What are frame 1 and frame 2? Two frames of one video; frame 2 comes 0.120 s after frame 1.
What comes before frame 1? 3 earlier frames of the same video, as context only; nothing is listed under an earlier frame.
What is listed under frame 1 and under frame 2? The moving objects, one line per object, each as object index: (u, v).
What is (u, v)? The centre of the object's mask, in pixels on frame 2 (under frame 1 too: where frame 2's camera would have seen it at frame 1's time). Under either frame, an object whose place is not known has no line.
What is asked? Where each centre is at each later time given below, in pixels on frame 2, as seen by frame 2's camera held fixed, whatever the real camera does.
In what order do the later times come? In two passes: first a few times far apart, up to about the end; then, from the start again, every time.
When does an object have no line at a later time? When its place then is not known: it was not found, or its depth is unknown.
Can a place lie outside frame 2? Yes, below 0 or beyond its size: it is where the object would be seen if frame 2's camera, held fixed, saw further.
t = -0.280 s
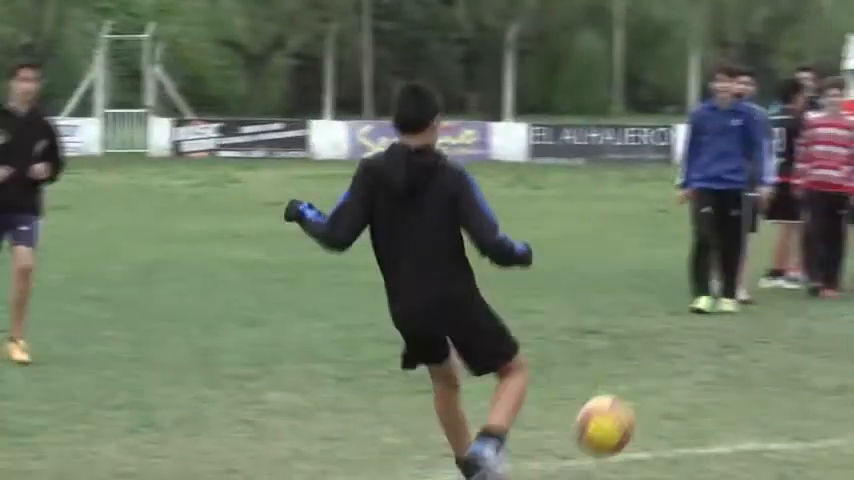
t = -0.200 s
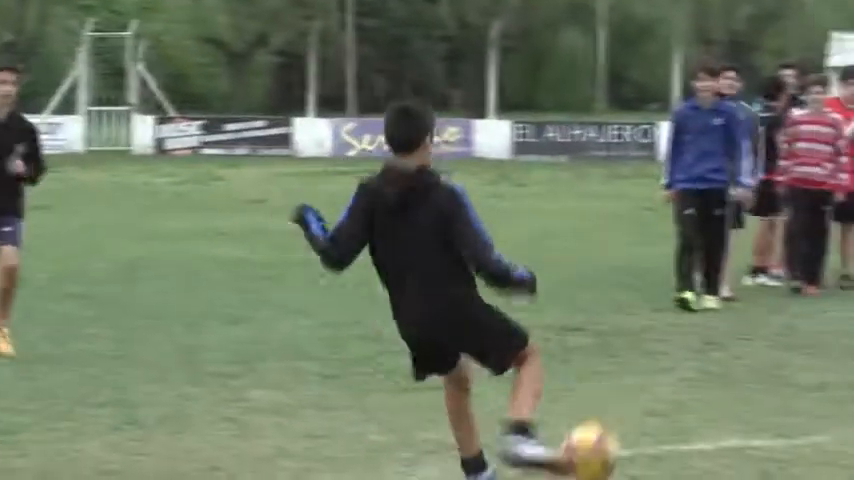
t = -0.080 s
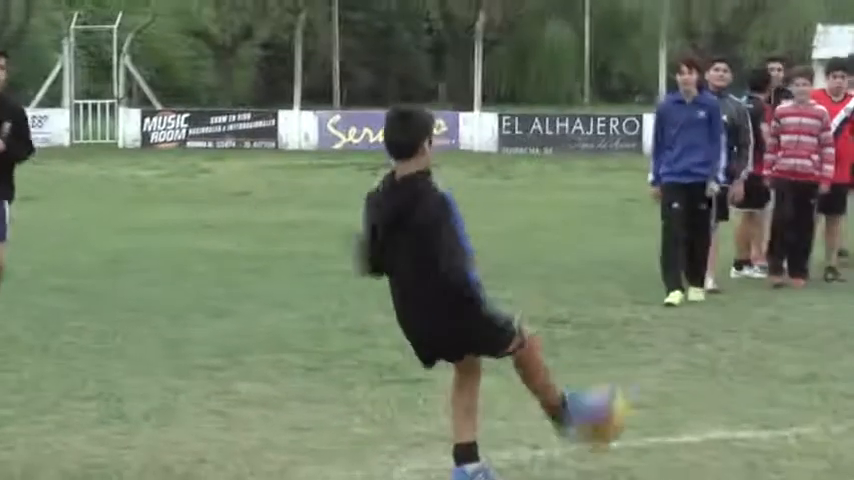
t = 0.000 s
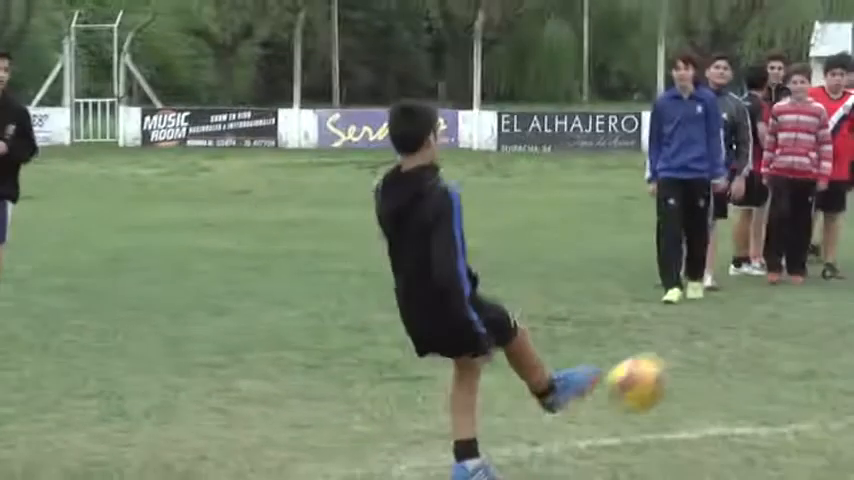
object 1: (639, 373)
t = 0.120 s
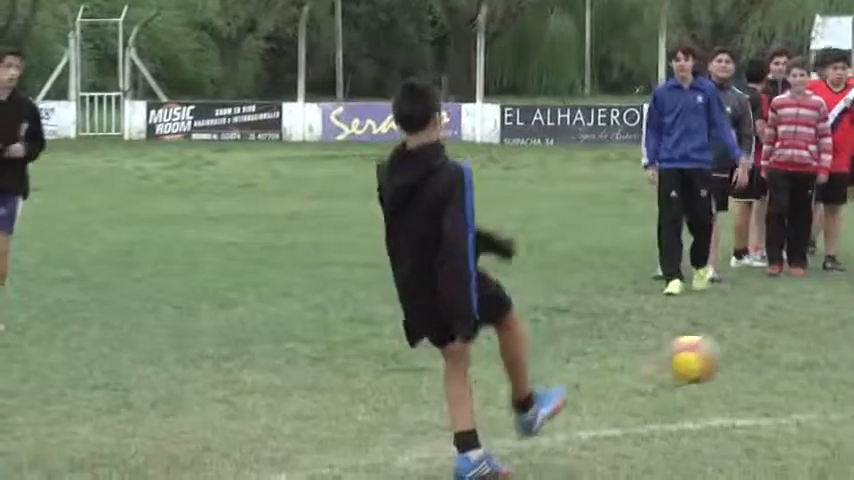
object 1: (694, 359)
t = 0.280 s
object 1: (744, 345)
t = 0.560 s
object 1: (800, 325)
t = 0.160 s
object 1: (708, 361)
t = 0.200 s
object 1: (721, 366)
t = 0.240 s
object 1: (734, 364)
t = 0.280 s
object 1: (744, 345)
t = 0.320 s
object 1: (753, 333)
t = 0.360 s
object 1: (762, 323)
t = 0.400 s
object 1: (770, 318)
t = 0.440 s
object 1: (778, 315)
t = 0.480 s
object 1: (786, 316)
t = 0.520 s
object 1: (792, 318)
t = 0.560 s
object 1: (800, 325)
